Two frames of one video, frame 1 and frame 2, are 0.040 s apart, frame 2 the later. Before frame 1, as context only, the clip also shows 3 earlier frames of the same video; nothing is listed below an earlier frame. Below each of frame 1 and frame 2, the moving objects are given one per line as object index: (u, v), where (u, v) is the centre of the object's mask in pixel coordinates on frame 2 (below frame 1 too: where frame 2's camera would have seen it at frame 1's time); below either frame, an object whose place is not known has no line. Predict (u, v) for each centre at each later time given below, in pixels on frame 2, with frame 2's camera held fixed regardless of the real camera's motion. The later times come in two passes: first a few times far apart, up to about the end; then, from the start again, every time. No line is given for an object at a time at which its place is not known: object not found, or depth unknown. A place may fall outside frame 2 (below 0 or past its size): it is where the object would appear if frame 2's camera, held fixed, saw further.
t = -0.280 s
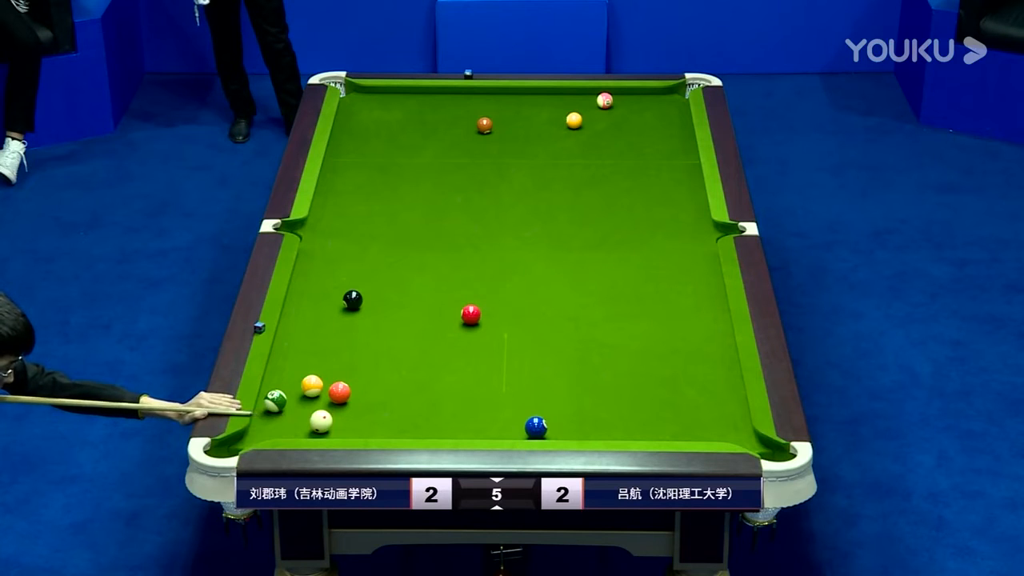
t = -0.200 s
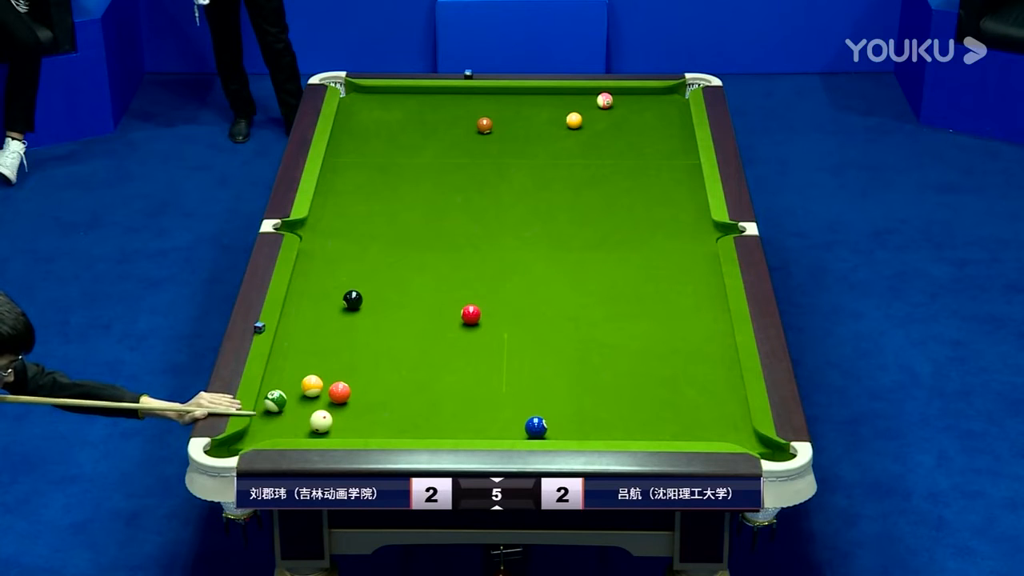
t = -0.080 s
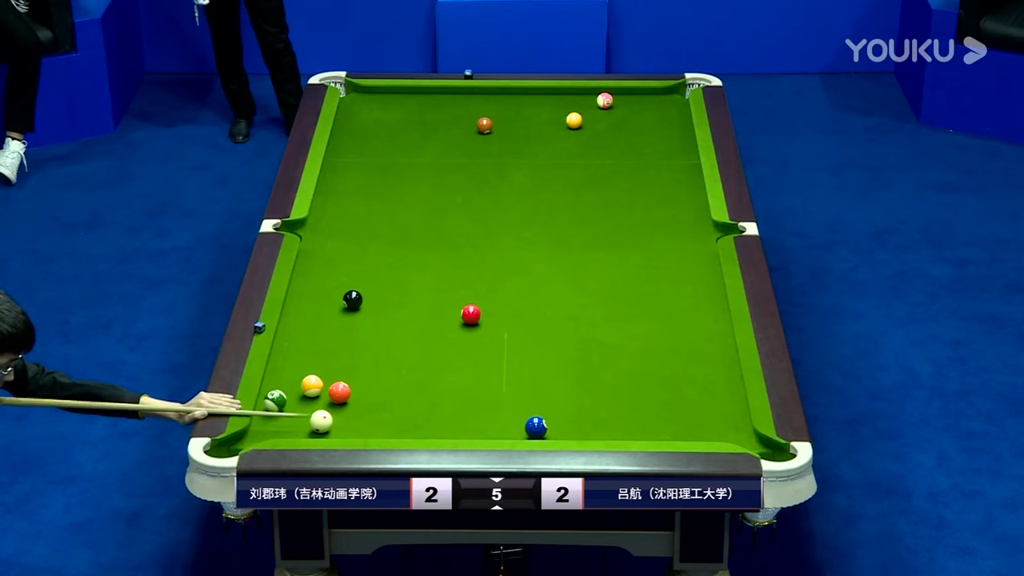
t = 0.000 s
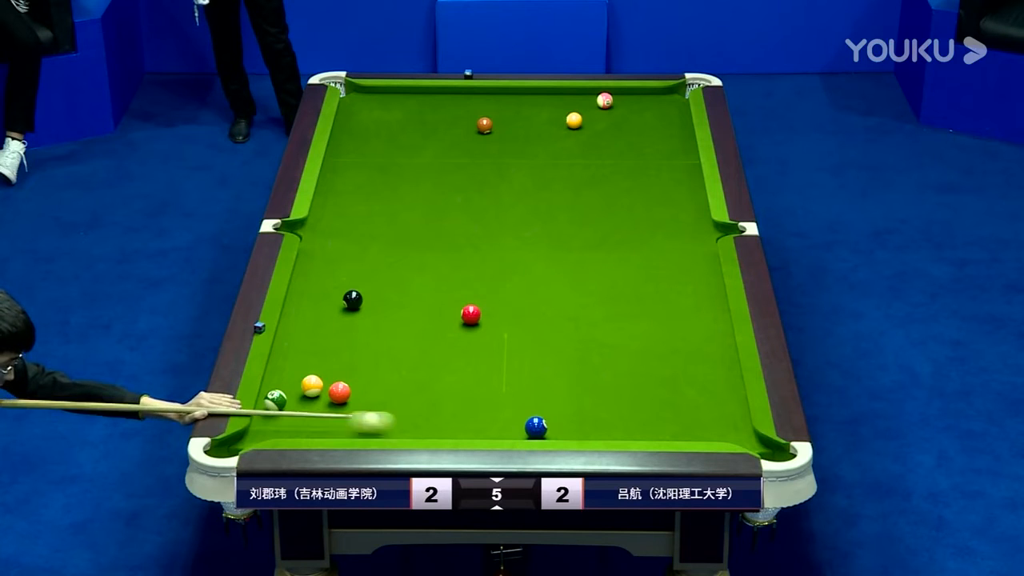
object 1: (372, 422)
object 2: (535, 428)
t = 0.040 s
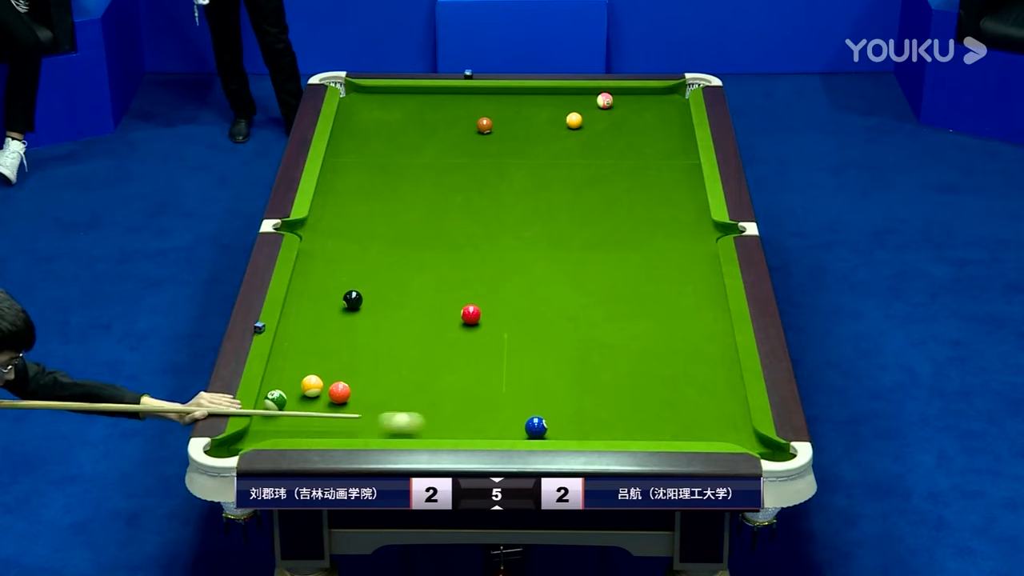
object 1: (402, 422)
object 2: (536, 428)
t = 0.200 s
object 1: (513, 425)
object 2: (546, 428)
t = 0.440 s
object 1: (545, 420)
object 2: (694, 435)
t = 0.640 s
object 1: (582, 417)
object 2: (748, 441)
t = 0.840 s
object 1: (618, 414)
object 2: (737, 438)
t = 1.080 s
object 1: (659, 410)
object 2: (720, 435)
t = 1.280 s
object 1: (691, 407)
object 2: (711, 433)
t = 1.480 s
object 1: (722, 404)
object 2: (703, 431)
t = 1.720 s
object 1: (723, 401)
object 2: (695, 429)
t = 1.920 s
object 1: (706, 399)
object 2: (690, 428)
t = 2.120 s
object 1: (690, 397)
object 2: (685, 426)
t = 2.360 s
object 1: (674, 395)
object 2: (682, 425)
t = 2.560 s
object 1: (661, 393)
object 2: (680, 425)
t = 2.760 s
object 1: (651, 392)
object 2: (680, 425)
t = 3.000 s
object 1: (640, 391)
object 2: (680, 424)
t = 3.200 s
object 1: (632, 390)
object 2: (680, 425)
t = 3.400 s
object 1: (626, 389)
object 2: (680, 424)
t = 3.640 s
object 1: (620, 388)
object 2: (680, 424)
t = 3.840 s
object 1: (617, 387)
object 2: (680, 424)
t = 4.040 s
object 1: (615, 387)
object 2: (680, 425)
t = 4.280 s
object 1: (613, 387)
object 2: (680, 425)
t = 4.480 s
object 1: (614, 387)
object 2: (680, 425)
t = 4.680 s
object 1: (614, 387)
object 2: (680, 424)
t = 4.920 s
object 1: (614, 387)
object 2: (680, 425)
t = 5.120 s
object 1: (614, 387)
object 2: (680, 425)
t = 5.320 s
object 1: (614, 387)
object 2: (680, 425)
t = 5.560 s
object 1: (614, 387)
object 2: (680, 424)
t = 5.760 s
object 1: (614, 387)
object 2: (680, 424)
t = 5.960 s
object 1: (614, 387)
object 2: (680, 424)
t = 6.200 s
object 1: (614, 387)
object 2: (680, 424)
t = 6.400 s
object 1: (614, 387)
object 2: (680, 424)
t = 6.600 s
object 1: (614, 387)
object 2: (680, 424)
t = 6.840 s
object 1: (614, 387)
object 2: (680, 424)
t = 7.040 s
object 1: (614, 387)
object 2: (680, 425)
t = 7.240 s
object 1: (614, 387)
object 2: (680, 424)
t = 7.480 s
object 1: (614, 387)
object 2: (680, 424)
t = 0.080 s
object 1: (432, 424)
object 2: (535, 428)
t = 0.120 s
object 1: (462, 424)
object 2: (536, 428)
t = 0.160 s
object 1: (493, 425)
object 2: (536, 428)
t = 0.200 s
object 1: (513, 425)
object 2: (546, 428)
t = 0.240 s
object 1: (515, 425)
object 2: (573, 429)
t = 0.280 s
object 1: (519, 423)
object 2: (600, 430)
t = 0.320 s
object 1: (523, 423)
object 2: (624, 431)
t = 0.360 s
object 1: (529, 422)
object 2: (649, 433)
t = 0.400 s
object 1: (537, 421)
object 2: (672, 434)
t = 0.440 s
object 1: (545, 420)
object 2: (694, 435)
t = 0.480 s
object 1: (552, 420)
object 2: (715, 436)
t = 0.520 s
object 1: (560, 419)
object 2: (733, 436)
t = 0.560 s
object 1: (567, 418)
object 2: (749, 439)
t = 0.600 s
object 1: (575, 417)
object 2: (748, 441)
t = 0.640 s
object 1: (582, 417)
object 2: (748, 441)
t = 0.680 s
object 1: (590, 416)
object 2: (751, 440)
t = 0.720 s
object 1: (597, 415)
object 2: (749, 439)
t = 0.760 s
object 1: (604, 415)
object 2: (745, 439)
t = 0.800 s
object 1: (611, 414)
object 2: (741, 438)
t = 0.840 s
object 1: (618, 414)
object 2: (737, 438)
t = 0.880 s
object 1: (625, 413)
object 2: (733, 437)
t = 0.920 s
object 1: (632, 413)
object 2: (729, 437)
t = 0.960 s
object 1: (639, 412)
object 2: (727, 437)
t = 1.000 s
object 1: (646, 411)
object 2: (724, 436)
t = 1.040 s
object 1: (652, 410)
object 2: (723, 435)
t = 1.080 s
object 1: (659, 410)
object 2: (720, 435)
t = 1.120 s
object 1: (666, 409)
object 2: (718, 434)
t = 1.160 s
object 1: (673, 409)
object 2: (717, 434)
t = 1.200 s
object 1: (679, 408)
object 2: (715, 434)
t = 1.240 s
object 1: (685, 408)
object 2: (713, 433)
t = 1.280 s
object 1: (691, 407)
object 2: (711, 433)
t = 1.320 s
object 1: (698, 406)
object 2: (710, 432)
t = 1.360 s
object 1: (704, 406)
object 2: (708, 432)
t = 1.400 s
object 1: (710, 405)
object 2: (706, 431)
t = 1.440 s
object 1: (716, 405)
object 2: (705, 431)
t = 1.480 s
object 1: (722, 404)
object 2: (703, 431)
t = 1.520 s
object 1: (728, 404)
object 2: (702, 430)
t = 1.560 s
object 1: (734, 403)
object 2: (701, 430)
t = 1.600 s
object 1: (734, 403)
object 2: (699, 430)
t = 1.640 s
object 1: (730, 402)
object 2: (698, 429)
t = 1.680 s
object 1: (727, 402)
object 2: (697, 429)
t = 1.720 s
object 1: (723, 401)
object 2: (695, 429)
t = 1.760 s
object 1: (719, 401)
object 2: (694, 429)
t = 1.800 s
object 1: (716, 400)
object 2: (693, 428)
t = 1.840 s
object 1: (712, 400)
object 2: (692, 428)
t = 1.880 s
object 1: (709, 400)
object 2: (691, 428)
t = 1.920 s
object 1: (706, 399)
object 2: (690, 428)
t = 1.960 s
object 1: (703, 399)
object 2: (689, 427)
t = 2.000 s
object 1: (699, 398)
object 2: (688, 427)
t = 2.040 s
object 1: (696, 398)
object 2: (687, 427)
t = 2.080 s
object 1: (693, 397)
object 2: (686, 426)
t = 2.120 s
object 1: (690, 397)
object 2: (685, 426)
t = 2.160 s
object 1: (687, 397)
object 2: (685, 426)
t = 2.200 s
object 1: (684, 396)
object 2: (684, 426)
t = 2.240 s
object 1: (681, 396)
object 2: (683, 425)
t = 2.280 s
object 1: (679, 396)
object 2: (683, 425)
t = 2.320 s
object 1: (676, 395)
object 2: (682, 425)
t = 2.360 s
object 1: (674, 395)
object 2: (682, 425)
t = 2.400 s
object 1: (671, 395)
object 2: (681, 425)
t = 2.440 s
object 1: (668, 394)
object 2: (681, 425)
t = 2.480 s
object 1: (666, 394)
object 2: (681, 425)
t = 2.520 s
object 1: (664, 394)
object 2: (681, 425)
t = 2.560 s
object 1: (661, 393)
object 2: (680, 425)
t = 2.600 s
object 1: (659, 393)
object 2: (680, 425)
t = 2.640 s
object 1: (657, 393)
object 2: (680, 425)
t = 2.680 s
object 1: (654, 393)
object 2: (680, 425)
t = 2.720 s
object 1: (653, 392)
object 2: (680, 424)
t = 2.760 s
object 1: (651, 392)
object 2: (680, 425)
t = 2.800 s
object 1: (648, 392)
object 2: (680, 424)
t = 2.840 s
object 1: (647, 391)
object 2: (680, 425)
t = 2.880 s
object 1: (645, 391)
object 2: (680, 425)
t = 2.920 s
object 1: (643, 391)
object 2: (680, 425)
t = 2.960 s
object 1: (641, 391)
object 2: (680, 424)
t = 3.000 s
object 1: (640, 391)
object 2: (680, 424)
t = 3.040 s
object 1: (638, 390)
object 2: (680, 424)
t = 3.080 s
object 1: (636, 390)
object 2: (680, 425)
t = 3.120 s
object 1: (635, 390)
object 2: (680, 425)
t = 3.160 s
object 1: (633, 390)
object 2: (680, 424)
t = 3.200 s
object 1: (632, 390)
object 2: (680, 425)
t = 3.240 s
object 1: (631, 390)
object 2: (680, 424)
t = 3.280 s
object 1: (629, 389)
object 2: (680, 424)
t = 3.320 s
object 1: (628, 389)
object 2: (680, 425)
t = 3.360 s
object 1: (627, 389)
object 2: (680, 425)
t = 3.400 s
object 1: (626, 389)
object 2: (680, 424)
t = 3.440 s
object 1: (625, 389)
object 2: (680, 424)
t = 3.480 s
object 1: (624, 388)
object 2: (680, 424)
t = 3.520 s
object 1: (623, 388)
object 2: (680, 425)
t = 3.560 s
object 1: (622, 388)
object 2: (680, 425)
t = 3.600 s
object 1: (621, 388)
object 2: (680, 425)
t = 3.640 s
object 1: (620, 388)
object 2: (680, 424)
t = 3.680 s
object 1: (619, 388)
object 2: (680, 424)
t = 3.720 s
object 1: (619, 388)
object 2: (680, 425)
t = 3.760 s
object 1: (618, 387)
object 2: (680, 425)
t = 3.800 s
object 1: (617, 387)
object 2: (680, 424)
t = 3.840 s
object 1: (617, 387)
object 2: (680, 424)
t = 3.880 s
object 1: (616, 387)
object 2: (680, 424)
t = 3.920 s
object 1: (616, 387)
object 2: (680, 424)
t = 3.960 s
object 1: (615, 387)
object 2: (680, 424)
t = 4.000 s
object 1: (615, 387)
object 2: (680, 424)
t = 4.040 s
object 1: (615, 387)
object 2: (680, 425)
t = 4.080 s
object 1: (614, 387)
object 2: (680, 424)
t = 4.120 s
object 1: (614, 387)
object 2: (680, 425)
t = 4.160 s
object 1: (614, 387)
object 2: (680, 424)
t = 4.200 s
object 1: (614, 387)
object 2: (680, 424)
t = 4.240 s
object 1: (614, 387)
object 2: (680, 424)
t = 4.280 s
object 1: (613, 387)
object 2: (680, 425)
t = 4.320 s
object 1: (614, 387)
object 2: (680, 424)
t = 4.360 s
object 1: (614, 387)
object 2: (680, 424)
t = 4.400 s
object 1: (614, 387)
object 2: (680, 425)
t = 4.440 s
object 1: (614, 387)
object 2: (680, 425)
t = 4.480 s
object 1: (614, 387)
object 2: (680, 425)
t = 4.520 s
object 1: (614, 387)
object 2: (680, 424)
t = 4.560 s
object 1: (614, 387)
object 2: (680, 424)
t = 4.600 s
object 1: (614, 387)
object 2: (680, 424)
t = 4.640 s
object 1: (614, 387)
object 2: (680, 424)
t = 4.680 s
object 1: (614, 387)
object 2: (680, 424)
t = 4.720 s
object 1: (614, 387)
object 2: (680, 424)
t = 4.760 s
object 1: (614, 387)
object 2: (680, 424)
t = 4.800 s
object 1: (614, 387)
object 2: (680, 425)
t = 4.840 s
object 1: (614, 387)
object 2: (680, 425)
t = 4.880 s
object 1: (614, 387)
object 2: (680, 425)
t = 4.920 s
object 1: (614, 387)
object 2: (680, 425)
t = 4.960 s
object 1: (614, 387)
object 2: (680, 424)
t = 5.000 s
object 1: (614, 387)
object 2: (680, 424)
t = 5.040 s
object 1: (614, 387)
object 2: (680, 425)
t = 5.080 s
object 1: (614, 387)
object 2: (680, 425)
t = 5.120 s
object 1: (614, 387)
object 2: (680, 425)
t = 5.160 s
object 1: (614, 387)
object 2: (680, 425)
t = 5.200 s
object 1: (614, 387)
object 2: (680, 424)
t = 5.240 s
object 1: (614, 387)
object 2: (680, 425)
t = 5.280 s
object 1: (614, 387)
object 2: (680, 425)
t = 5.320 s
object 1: (614, 387)
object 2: (680, 425)
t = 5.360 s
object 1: (614, 387)
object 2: (680, 424)
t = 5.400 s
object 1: (614, 387)
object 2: (680, 425)
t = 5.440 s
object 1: (614, 387)
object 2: (680, 425)
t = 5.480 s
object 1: (614, 387)
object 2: (680, 425)
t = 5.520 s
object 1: (614, 387)
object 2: (680, 425)
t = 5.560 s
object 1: (614, 387)
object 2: (680, 424)
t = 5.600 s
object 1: (614, 387)
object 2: (680, 424)
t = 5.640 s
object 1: (614, 387)
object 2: (680, 425)
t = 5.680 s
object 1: (614, 387)
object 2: (680, 425)
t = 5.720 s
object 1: (614, 387)
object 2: (680, 425)
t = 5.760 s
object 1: (614, 387)
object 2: (680, 424)
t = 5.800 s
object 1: (614, 387)
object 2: (680, 424)
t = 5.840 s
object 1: (614, 387)
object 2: (680, 424)
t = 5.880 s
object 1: (614, 387)
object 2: (680, 424)
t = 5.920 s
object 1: (614, 387)
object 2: (680, 424)
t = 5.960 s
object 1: (614, 387)
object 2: (680, 424)
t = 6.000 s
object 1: (614, 387)
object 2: (680, 424)
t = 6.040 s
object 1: (614, 387)
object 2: (680, 424)
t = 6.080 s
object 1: (614, 387)
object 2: (680, 424)
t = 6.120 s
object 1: (614, 387)
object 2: (680, 424)
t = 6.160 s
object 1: (614, 387)
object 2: (680, 424)
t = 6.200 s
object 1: (614, 387)
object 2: (680, 424)
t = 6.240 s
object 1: (614, 387)
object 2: (680, 424)
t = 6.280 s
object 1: (614, 387)
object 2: (680, 424)
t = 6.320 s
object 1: (614, 387)
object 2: (680, 424)
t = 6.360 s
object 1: (614, 387)
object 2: (680, 424)
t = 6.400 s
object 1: (614, 387)
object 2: (680, 424)
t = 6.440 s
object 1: (614, 387)
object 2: (680, 424)
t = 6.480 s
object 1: (614, 387)
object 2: (680, 424)
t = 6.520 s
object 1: (614, 387)
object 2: (680, 424)
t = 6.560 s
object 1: (614, 387)
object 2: (680, 424)
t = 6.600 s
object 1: (614, 387)
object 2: (680, 424)
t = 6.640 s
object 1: (614, 387)
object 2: (680, 424)
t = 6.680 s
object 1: (614, 387)
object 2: (680, 424)
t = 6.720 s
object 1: (614, 387)
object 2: (680, 424)
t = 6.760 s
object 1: (614, 387)
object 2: (680, 424)
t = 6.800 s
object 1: (614, 387)
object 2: (680, 424)
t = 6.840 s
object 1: (614, 387)
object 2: (680, 424)
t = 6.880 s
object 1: (614, 387)
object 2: (680, 424)
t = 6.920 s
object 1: (614, 387)
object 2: (680, 424)
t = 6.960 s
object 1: (614, 387)
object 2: (680, 424)
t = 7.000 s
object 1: (614, 387)
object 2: (680, 424)
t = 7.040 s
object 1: (614, 387)
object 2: (680, 425)
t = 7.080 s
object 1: (614, 387)
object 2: (680, 424)
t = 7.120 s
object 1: (614, 387)
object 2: (680, 424)
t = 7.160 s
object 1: (614, 387)
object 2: (680, 424)
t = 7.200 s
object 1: (614, 387)
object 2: (680, 424)
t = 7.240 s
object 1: (614, 387)
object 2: (680, 424)
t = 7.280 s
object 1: (614, 387)
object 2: (680, 424)
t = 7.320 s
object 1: (614, 387)
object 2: (680, 424)
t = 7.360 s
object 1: (614, 387)
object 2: (680, 424)
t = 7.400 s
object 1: (614, 387)
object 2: (680, 424)
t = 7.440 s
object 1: (614, 387)
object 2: (680, 424)
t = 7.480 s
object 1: (614, 387)
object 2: (680, 424)
